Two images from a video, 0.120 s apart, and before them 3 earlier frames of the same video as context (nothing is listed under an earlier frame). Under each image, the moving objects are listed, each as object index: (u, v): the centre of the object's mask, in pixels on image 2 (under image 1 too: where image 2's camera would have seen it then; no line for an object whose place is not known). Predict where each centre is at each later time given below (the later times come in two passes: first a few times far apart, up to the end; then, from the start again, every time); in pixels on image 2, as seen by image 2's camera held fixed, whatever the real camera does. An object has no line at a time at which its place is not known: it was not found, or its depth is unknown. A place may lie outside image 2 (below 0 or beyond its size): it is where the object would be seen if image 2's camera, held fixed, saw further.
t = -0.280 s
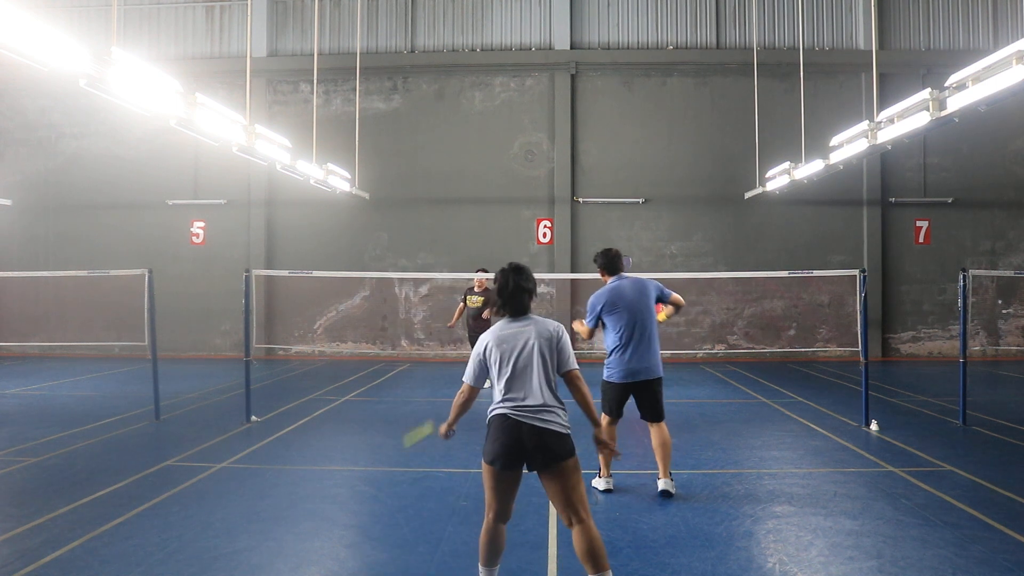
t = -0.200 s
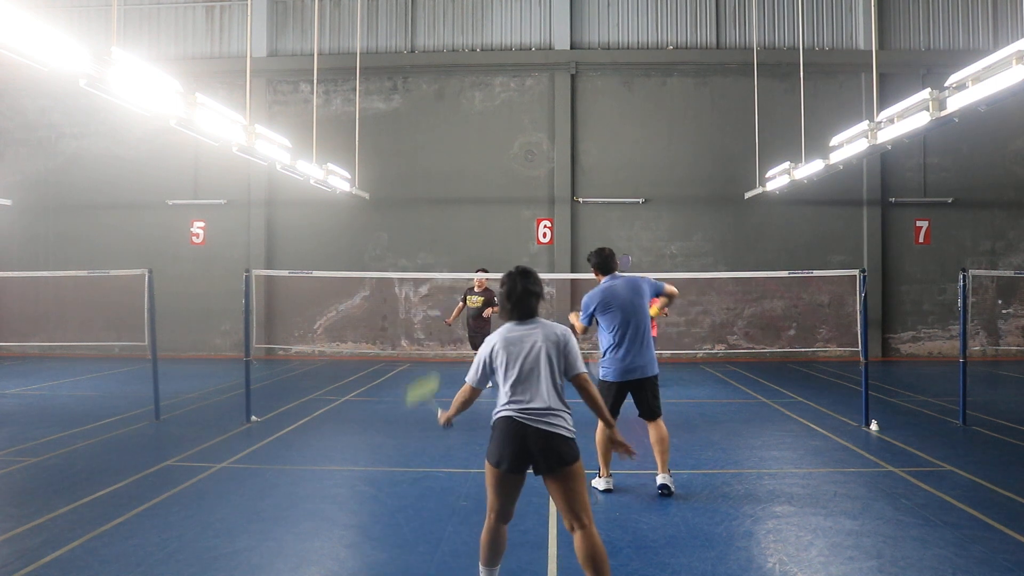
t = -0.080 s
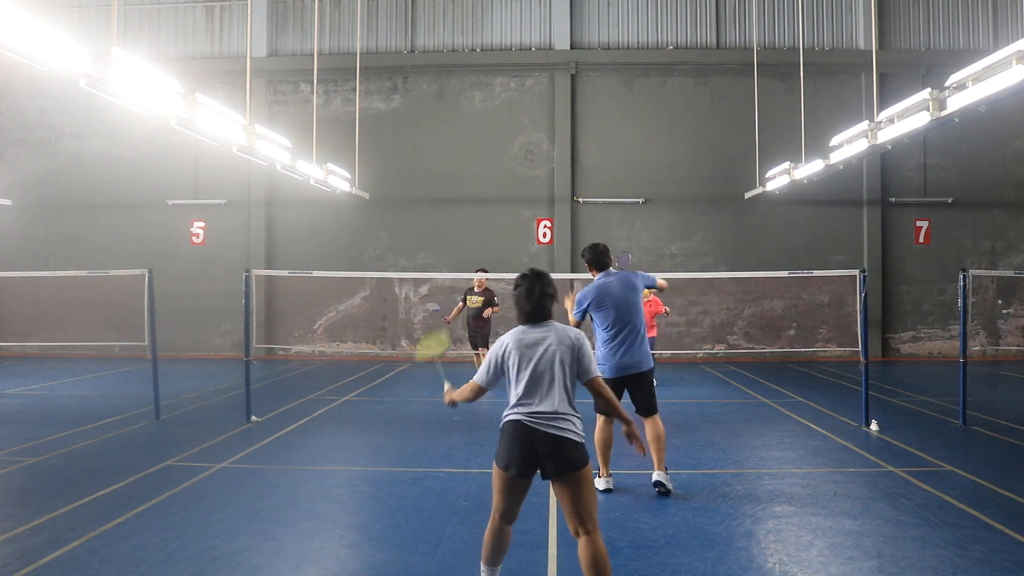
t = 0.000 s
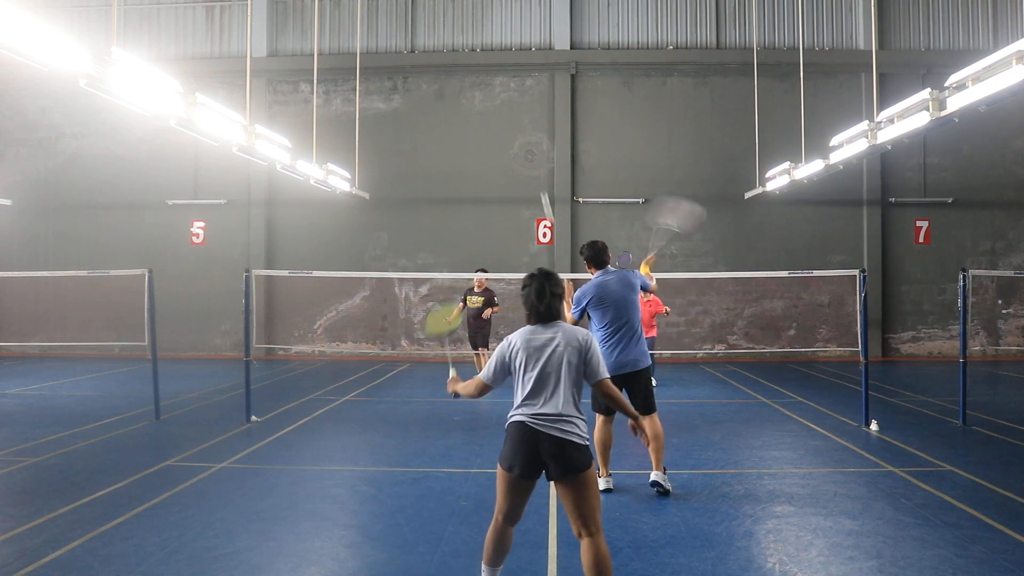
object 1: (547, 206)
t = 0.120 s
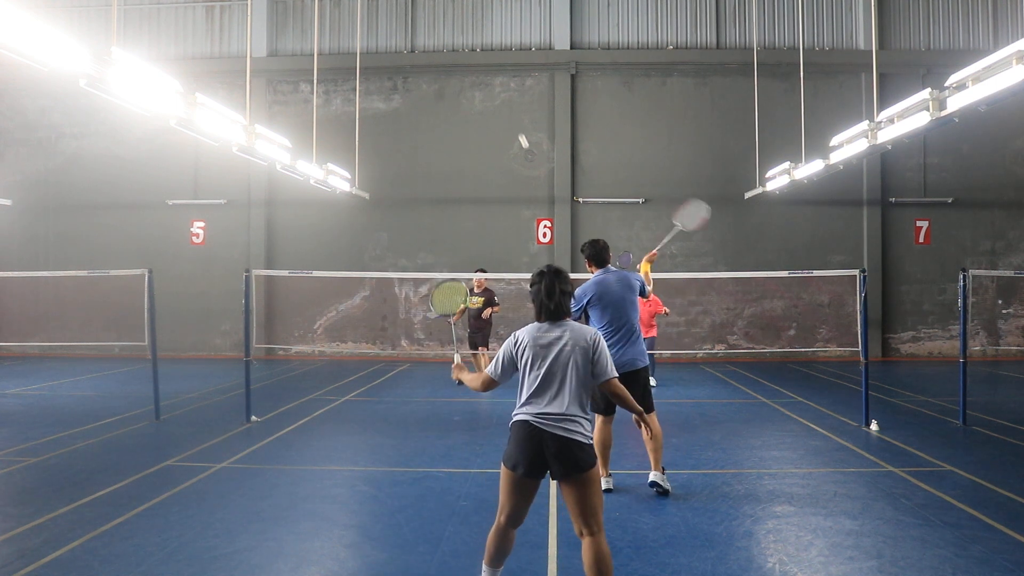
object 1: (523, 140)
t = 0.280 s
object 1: (505, 106)
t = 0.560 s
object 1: (491, 109)
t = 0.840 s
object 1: (486, 153)
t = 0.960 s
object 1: (486, 182)
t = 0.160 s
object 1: (517, 127)
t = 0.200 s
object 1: (512, 116)
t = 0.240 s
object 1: (508, 111)
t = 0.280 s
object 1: (505, 106)
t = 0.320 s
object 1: (502, 103)
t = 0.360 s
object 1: (500, 101)
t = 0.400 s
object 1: (498, 101)
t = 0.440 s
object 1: (496, 102)
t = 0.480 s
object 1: (494, 103)
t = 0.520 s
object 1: (493, 106)
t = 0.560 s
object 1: (491, 109)
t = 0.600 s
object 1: (490, 113)
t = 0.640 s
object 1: (489, 118)
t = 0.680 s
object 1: (488, 123)
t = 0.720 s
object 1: (487, 130)
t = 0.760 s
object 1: (487, 137)
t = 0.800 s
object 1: (486, 145)
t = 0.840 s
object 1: (486, 153)
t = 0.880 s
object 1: (486, 162)
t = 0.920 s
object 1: (486, 172)
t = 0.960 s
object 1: (486, 182)
